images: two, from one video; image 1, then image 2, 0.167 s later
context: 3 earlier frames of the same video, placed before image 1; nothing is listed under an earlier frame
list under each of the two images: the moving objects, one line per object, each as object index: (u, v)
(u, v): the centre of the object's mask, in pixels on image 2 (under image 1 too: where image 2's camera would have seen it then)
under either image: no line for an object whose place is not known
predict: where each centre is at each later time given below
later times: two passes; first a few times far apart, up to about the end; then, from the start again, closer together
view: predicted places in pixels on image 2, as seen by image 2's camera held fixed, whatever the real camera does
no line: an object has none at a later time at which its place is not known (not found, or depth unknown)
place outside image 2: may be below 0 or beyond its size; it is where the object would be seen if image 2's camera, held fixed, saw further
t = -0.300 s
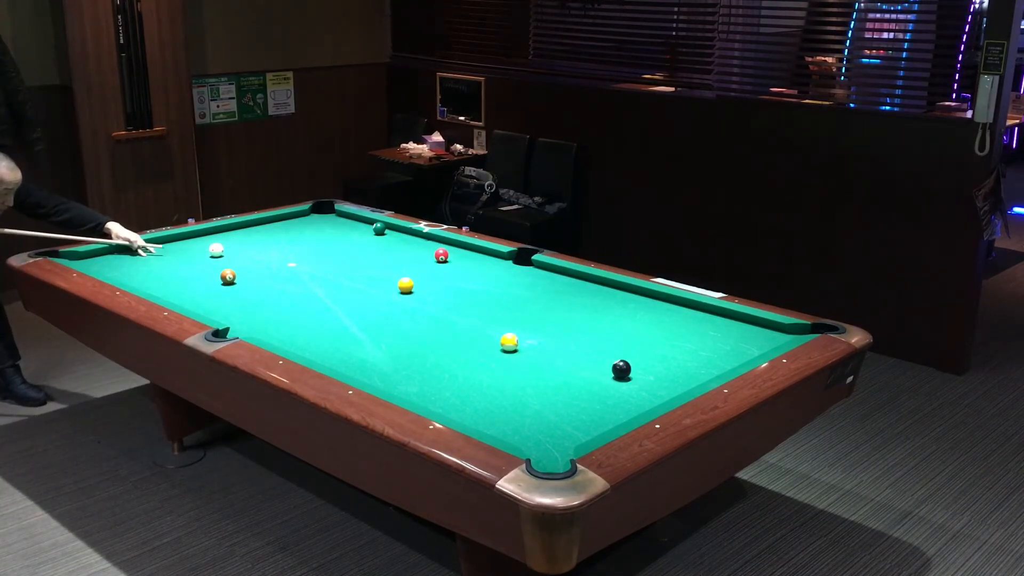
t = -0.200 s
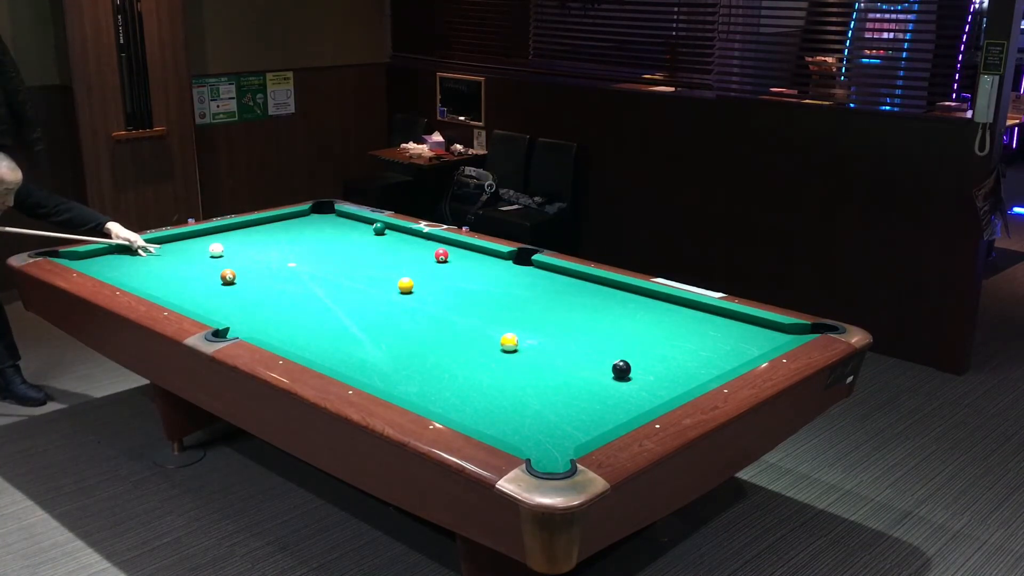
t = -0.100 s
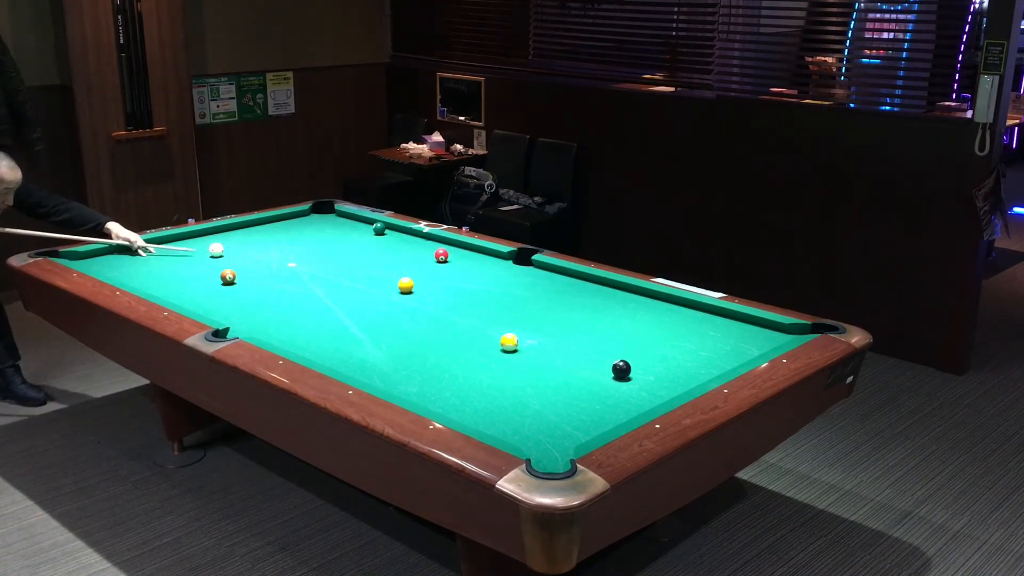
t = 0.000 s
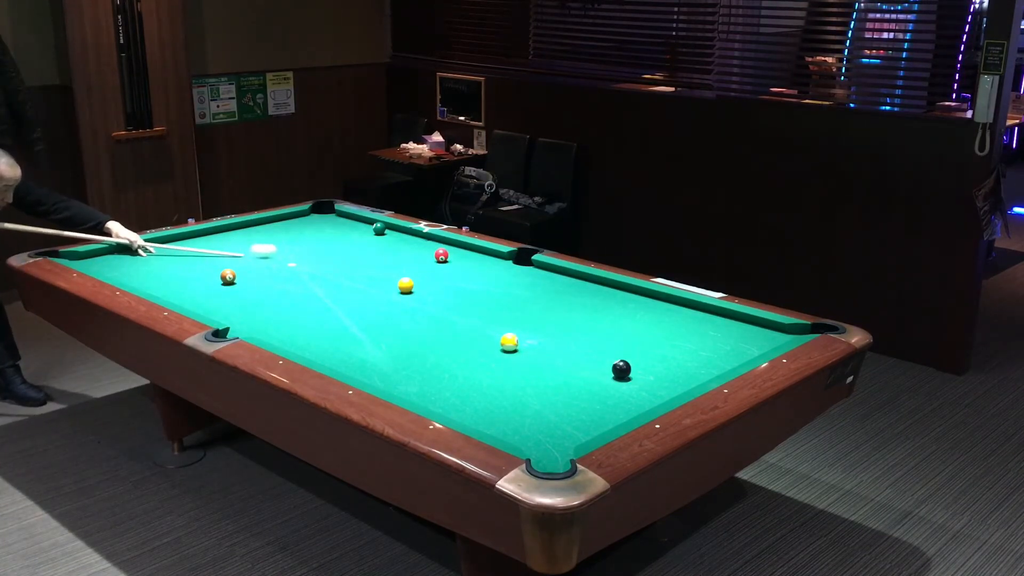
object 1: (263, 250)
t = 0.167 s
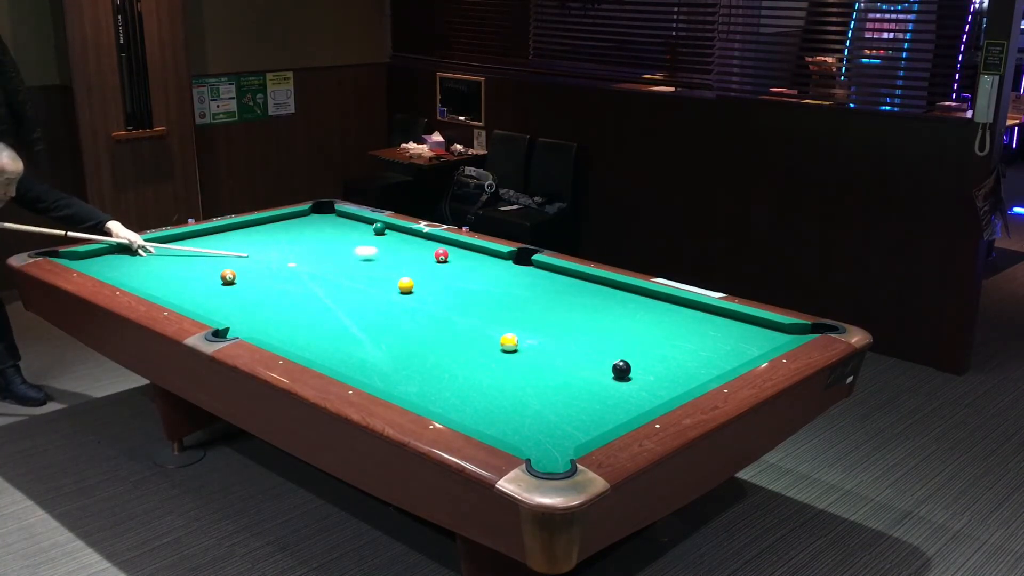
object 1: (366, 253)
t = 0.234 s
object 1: (403, 253)
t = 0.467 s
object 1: (428, 254)
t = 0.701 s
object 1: (429, 252)
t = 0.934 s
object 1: (429, 251)
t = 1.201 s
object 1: (430, 251)
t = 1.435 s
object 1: (431, 250)
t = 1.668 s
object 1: (431, 250)
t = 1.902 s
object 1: (431, 250)
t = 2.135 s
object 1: (431, 250)
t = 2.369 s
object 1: (431, 250)
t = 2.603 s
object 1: (431, 250)
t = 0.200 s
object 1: (384, 253)
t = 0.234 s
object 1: (403, 253)
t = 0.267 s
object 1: (420, 254)
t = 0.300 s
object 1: (428, 255)
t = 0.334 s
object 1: (428, 255)
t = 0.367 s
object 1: (428, 254)
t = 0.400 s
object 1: (428, 254)
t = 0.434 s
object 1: (428, 254)
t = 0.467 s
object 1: (428, 254)
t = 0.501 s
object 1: (428, 254)
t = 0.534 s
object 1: (428, 253)
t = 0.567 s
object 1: (429, 253)
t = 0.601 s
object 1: (429, 253)
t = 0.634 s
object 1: (429, 253)
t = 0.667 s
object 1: (429, 252)
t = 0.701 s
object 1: (429, 252)
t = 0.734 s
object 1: (429, 252)
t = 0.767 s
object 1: (429, 252)
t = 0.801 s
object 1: (429, 252)
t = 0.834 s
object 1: (429, 252)
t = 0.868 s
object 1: (429, 252)
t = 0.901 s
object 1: (429, 252)
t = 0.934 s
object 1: (429, 251)
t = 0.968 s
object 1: (430, 251)
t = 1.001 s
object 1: (430, 251)
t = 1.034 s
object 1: (430, 251)
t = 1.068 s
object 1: (430, 251)
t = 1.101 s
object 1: (430, 251)
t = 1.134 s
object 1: (430, 251)
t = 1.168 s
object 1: (430, 251)
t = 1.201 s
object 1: (430, 251)
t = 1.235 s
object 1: (430, 251)
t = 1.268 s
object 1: (430, 251)
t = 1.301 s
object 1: (431, 250)
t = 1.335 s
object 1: (431, 250)
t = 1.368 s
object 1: (431, 250)
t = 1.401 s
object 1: (431, 250)
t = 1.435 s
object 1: (431, 250)
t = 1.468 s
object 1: (431, 250)
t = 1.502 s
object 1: (431, 250)
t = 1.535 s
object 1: (431, 250)
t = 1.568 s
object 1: (431, 250)
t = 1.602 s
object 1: (431, 250)
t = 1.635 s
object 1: (431, 250)
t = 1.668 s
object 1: (431, 250)
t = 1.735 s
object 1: (431, 250)
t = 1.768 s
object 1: (431, 250)
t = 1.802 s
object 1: (431, 250)
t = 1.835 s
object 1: (431, 250)
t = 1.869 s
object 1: (431, 250)
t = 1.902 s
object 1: (431, 250)
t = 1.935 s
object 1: (431, 250)
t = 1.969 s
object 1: (431, 250)
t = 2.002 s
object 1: (431, 250)
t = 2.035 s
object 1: (431, 250)
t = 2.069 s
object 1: (431, 250)
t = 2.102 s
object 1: (431, 250)
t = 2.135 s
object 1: (431, 250)
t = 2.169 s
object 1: (431, 250)
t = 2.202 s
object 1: (431, 250)
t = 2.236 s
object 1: (431, 250)
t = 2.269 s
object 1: (431, 250)
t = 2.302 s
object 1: (431, 250)
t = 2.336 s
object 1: (431, 250)
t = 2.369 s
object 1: (431, 250)
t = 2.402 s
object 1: (431, 250)
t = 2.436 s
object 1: (431, 250)
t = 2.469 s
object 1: (431, 250)
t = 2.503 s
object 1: (431, 250)
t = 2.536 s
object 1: (431, 250)
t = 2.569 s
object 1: (431, 250)
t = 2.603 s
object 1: (431, 250)
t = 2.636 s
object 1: (431, 250)
